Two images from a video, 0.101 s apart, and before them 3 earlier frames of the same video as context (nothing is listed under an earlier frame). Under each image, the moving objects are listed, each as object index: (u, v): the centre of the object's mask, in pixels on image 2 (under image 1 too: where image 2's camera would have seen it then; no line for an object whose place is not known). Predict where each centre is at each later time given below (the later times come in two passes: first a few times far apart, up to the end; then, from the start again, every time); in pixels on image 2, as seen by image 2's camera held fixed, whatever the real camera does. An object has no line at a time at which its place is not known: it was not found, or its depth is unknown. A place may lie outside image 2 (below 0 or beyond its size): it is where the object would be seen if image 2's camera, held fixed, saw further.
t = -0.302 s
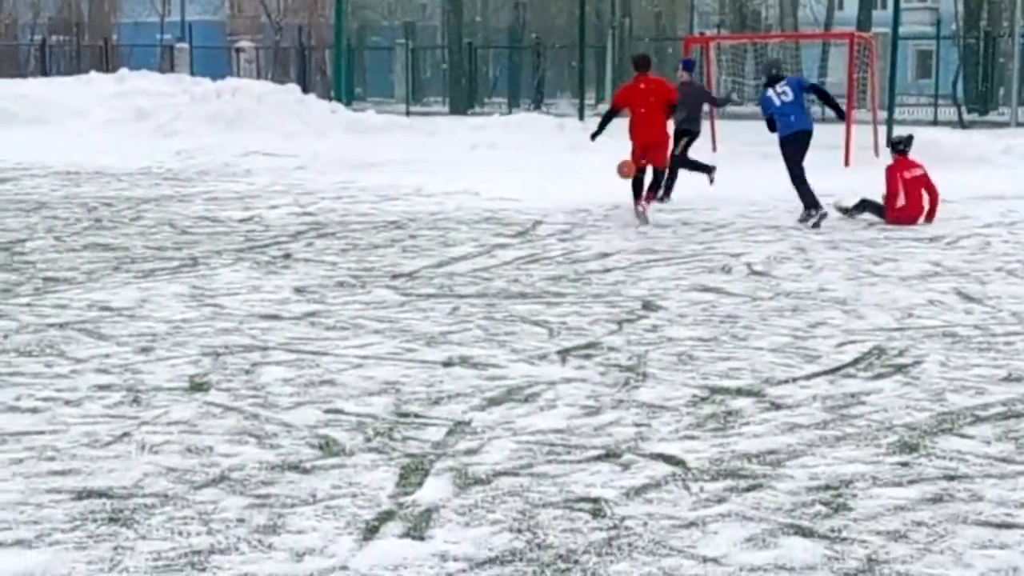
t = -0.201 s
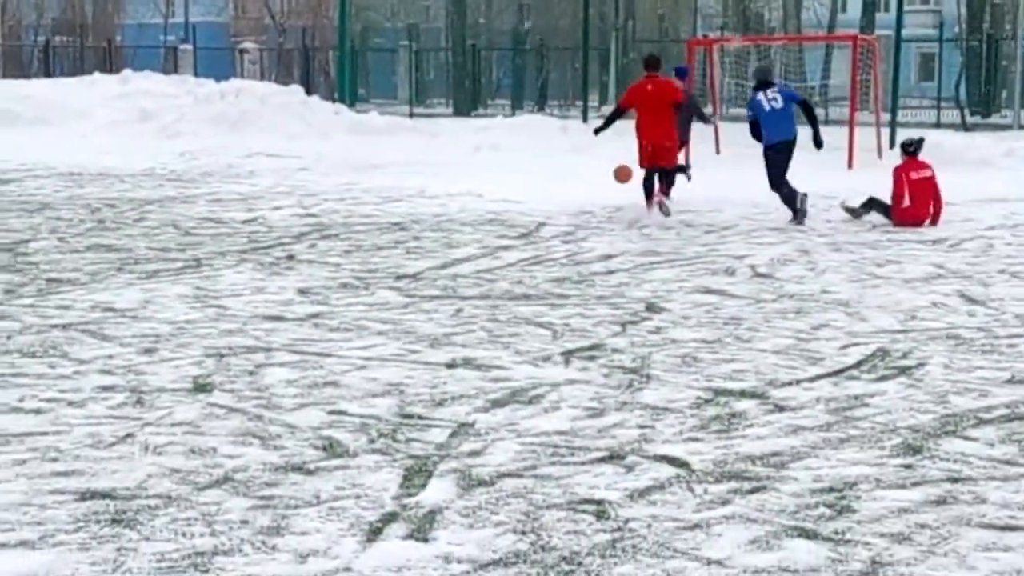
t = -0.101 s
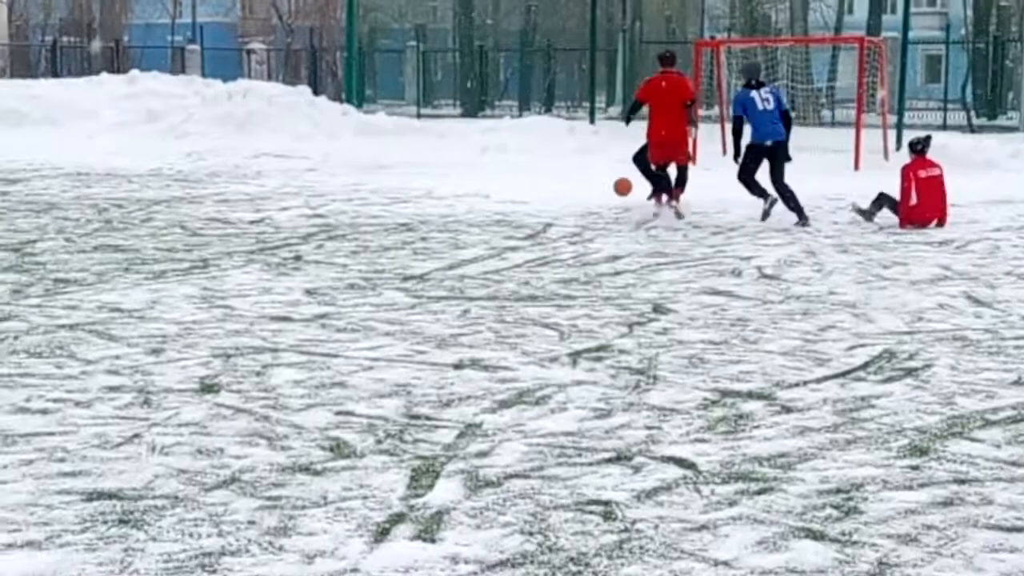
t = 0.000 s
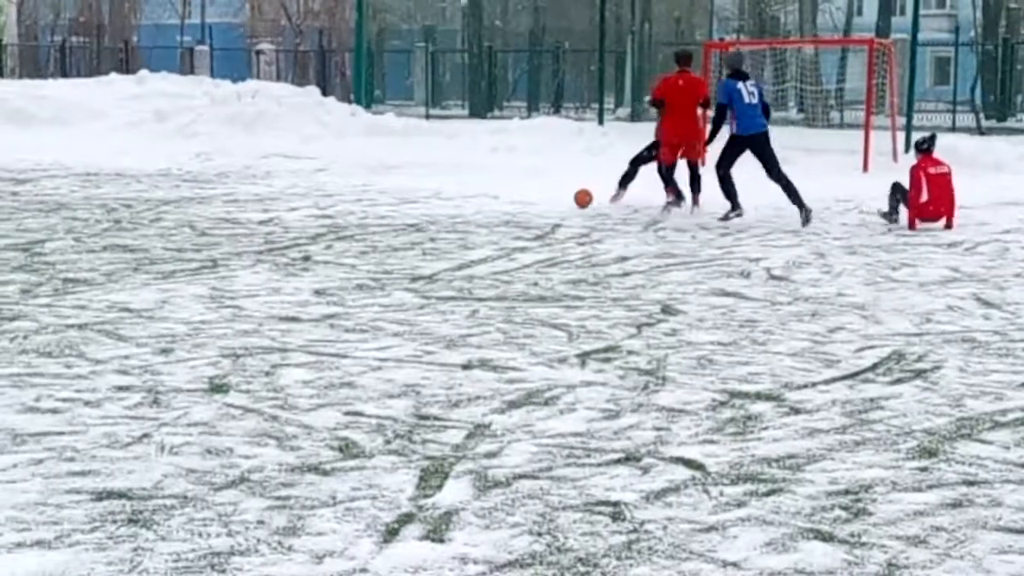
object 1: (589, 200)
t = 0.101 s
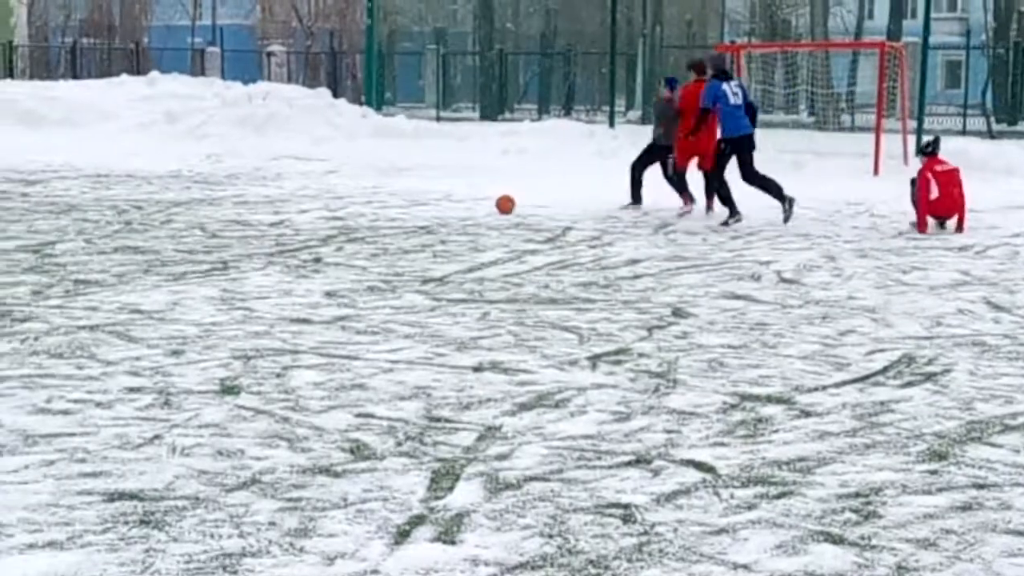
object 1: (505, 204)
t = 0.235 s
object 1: (392, 209)
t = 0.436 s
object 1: (220, 215)
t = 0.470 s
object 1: (194, 215)
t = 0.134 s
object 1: (477, 207)
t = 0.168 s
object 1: (448, 207)
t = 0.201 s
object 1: (420, 208)
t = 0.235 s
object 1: (392, 209)
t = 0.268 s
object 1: (362, 211)
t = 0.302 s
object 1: (333, 212)
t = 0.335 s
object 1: (304, 212)
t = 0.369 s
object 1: (275, 214)
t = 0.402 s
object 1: (247, 215)
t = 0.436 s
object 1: (220, 215)
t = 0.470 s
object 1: (194, 215)
